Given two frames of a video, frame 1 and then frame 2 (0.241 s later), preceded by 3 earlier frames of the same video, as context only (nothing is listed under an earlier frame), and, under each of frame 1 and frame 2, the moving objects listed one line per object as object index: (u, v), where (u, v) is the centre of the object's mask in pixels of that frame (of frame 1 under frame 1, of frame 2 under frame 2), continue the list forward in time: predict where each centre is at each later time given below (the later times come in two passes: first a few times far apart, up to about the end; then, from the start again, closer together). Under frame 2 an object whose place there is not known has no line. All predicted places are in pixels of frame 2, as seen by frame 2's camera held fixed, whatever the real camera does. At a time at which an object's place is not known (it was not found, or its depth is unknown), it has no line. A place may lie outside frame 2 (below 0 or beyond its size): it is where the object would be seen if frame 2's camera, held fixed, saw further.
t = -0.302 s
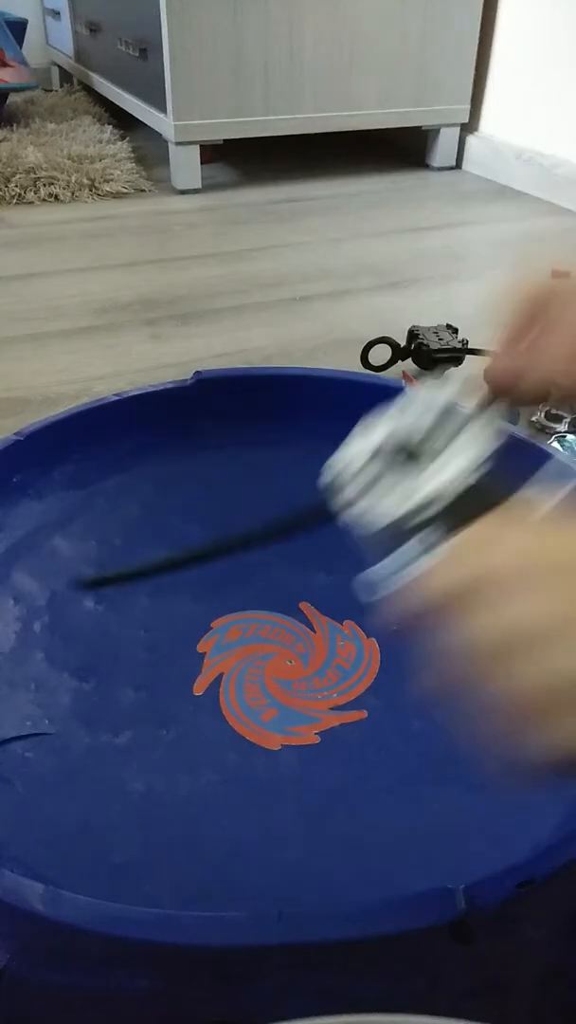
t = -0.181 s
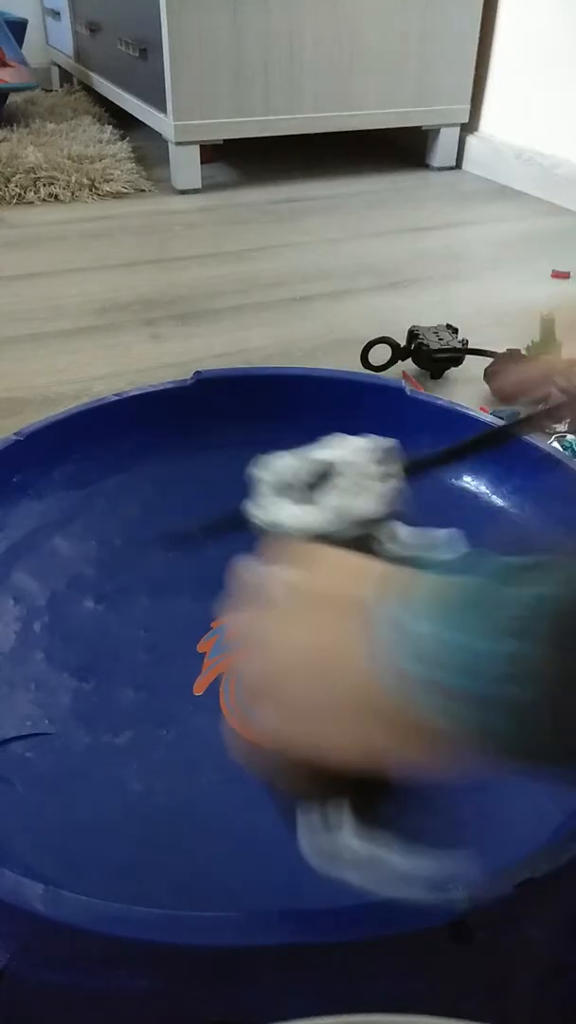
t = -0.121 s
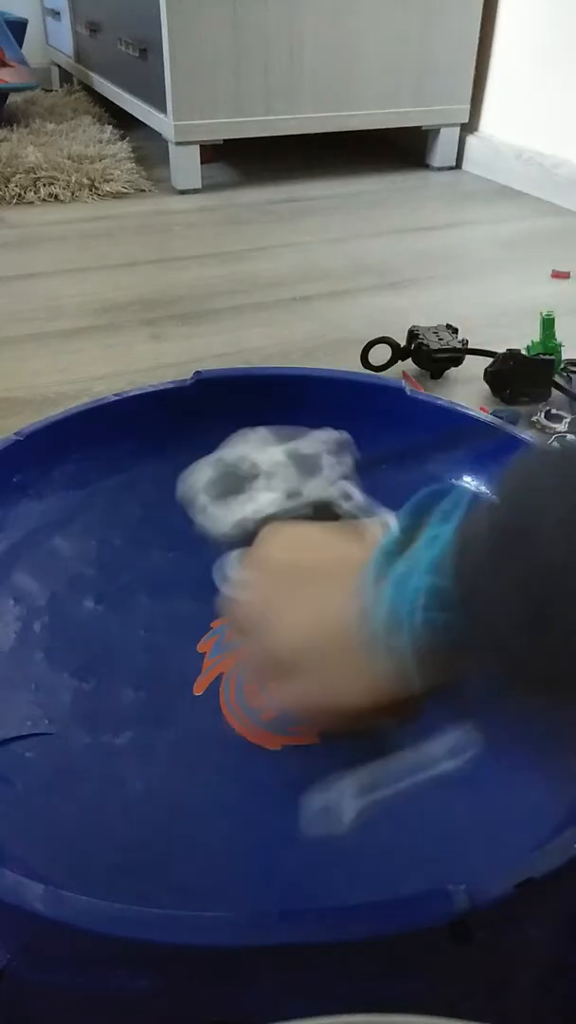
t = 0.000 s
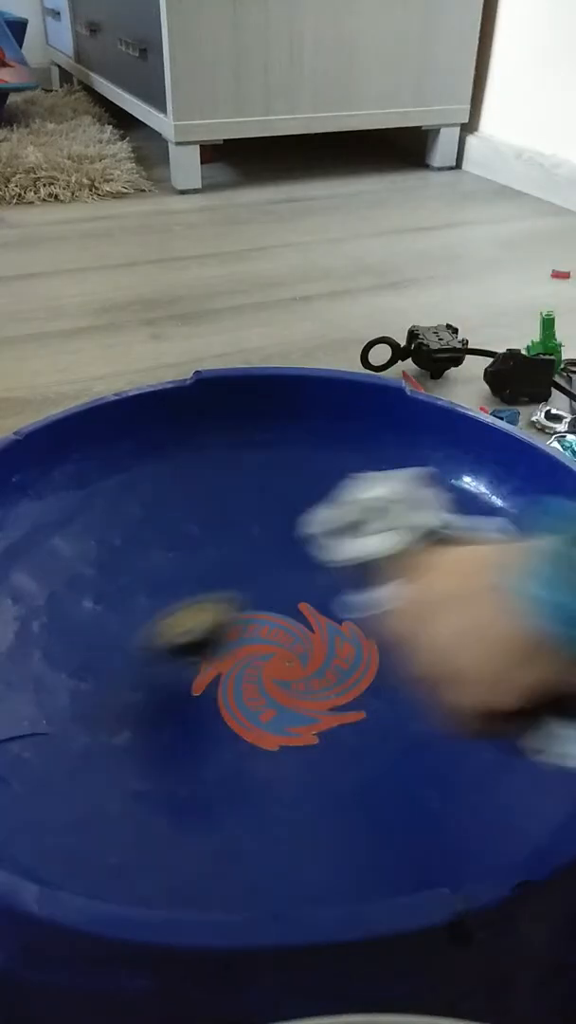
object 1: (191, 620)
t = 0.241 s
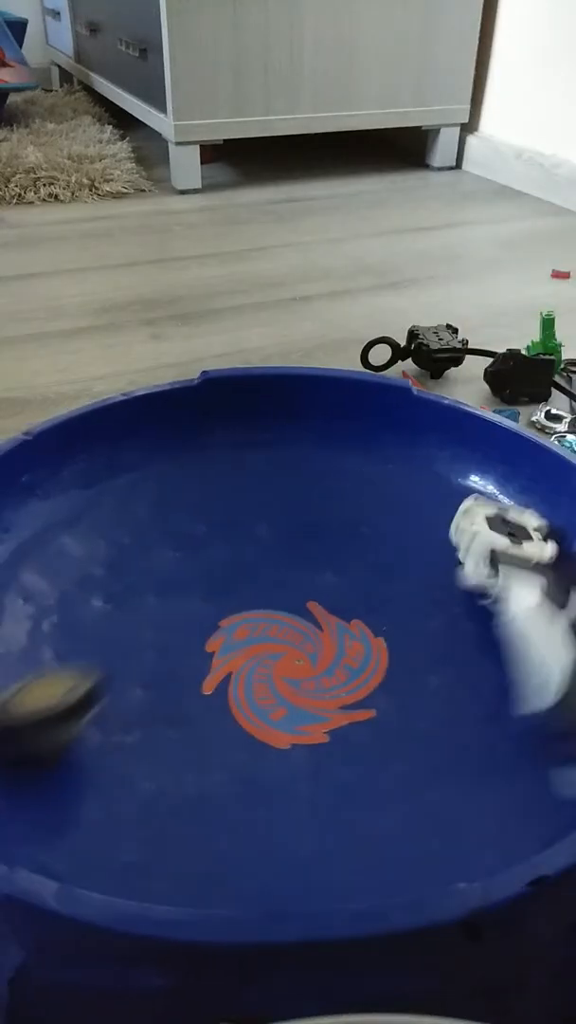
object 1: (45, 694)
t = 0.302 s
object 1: (31, 716)
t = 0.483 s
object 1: (45, 768)
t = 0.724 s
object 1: (182, 733)
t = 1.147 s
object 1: (122, 670)
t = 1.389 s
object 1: (94, 595)
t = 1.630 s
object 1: (127, 566)
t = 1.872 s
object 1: (195, 537)
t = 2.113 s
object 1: (219, 496)
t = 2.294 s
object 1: (243, 503)
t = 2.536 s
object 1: (185, 521)
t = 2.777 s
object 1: (201, 590)
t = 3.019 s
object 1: (241, 641)
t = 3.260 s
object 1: (258, 657)
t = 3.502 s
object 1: (254, 655)
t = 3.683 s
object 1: (247, 644)
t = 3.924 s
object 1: (250, 626)
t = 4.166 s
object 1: (258, 614)
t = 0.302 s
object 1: (31, 716)
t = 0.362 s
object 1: (26, 737)
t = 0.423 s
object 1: (30, 755)
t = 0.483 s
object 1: (45, 768)
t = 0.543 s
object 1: (74, 774)
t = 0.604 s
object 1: (114, 768)
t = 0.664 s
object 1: (152, 754)
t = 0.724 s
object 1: (182, 733)
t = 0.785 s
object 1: (166, 744)
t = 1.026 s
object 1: (125, 706)
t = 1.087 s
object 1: (123, 690)
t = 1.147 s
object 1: (122, 670)
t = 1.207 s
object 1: (116, 650)
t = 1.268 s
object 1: (106, 630)
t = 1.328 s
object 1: (97, 610)
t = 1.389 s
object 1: (94, 595)
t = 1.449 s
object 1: (94, 583)
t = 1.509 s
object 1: (99, 574)
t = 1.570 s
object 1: (112, 568)
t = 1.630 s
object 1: (127, 566)
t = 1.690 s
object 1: (146, 561)
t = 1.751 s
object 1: (165, 554)
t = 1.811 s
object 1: (183, 547)
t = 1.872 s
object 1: (195, 537)
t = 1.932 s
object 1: (194, 522)
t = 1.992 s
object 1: (199, 507)
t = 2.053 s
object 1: (208, 498)
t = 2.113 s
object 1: (219, 496)
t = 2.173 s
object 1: (226, 496)
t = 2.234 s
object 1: (237, 500)
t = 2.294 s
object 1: (243, 503)
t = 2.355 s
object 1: (234, 507)
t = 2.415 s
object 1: (203, 508)
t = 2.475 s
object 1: (188, 514)
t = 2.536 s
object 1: (185, 521)
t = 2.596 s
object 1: (187, 530)
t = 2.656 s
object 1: (189, 548)
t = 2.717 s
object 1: (192, 570)
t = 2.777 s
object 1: (201, 590)
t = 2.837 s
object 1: (213, 610)
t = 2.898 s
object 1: (225, 623)
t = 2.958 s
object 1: (236, 634)
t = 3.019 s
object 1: (241, 641)
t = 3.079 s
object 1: (249, 649)
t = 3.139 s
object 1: (257, 658)
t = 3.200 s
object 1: (255, 659)
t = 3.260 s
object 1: (258, 657)
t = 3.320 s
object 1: (264, 659)
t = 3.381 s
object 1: (269, 660)
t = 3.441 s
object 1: (260, 659)
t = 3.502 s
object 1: (254, 655)
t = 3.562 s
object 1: (252, 652)
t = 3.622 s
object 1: (250, 648)
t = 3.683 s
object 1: (247, 644)
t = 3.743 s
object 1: (247, 639)
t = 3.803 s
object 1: (246, 634)
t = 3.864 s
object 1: (247, 631)
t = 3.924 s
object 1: (250, 626)
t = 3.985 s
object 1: (254, 622)
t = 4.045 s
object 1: (258, 616)
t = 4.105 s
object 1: (258, 613)
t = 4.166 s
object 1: (258, 614)
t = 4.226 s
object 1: (258, 616)
